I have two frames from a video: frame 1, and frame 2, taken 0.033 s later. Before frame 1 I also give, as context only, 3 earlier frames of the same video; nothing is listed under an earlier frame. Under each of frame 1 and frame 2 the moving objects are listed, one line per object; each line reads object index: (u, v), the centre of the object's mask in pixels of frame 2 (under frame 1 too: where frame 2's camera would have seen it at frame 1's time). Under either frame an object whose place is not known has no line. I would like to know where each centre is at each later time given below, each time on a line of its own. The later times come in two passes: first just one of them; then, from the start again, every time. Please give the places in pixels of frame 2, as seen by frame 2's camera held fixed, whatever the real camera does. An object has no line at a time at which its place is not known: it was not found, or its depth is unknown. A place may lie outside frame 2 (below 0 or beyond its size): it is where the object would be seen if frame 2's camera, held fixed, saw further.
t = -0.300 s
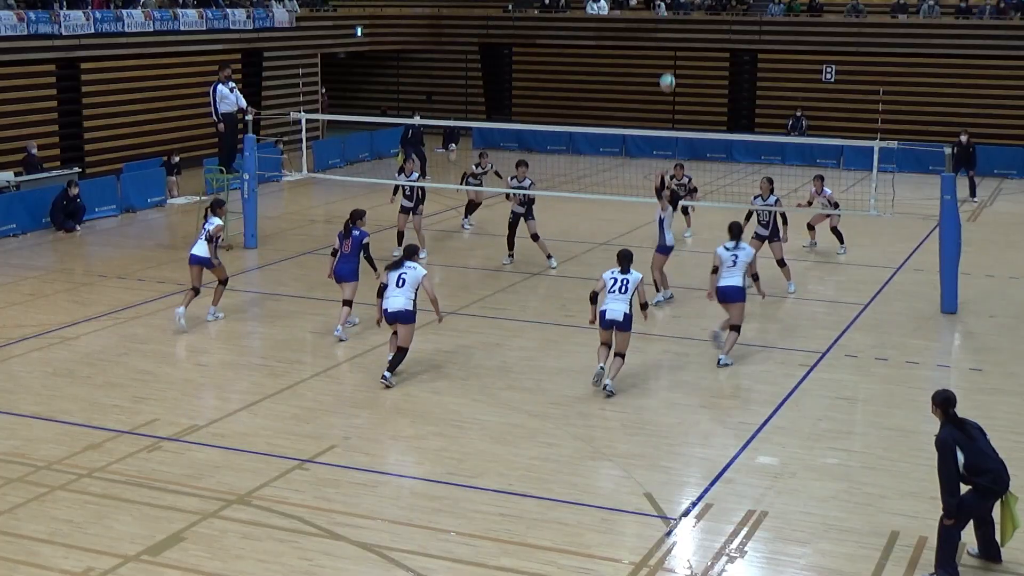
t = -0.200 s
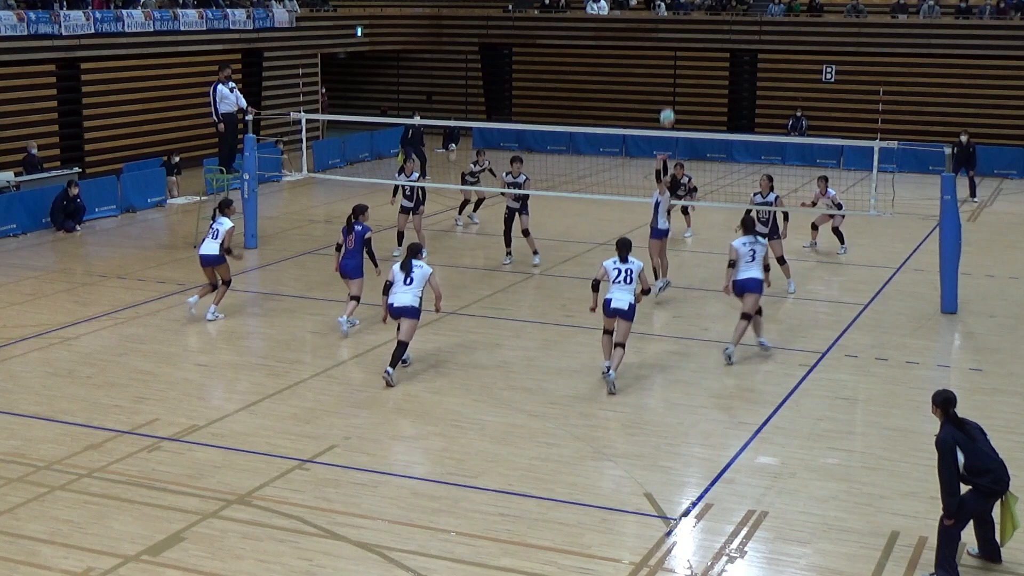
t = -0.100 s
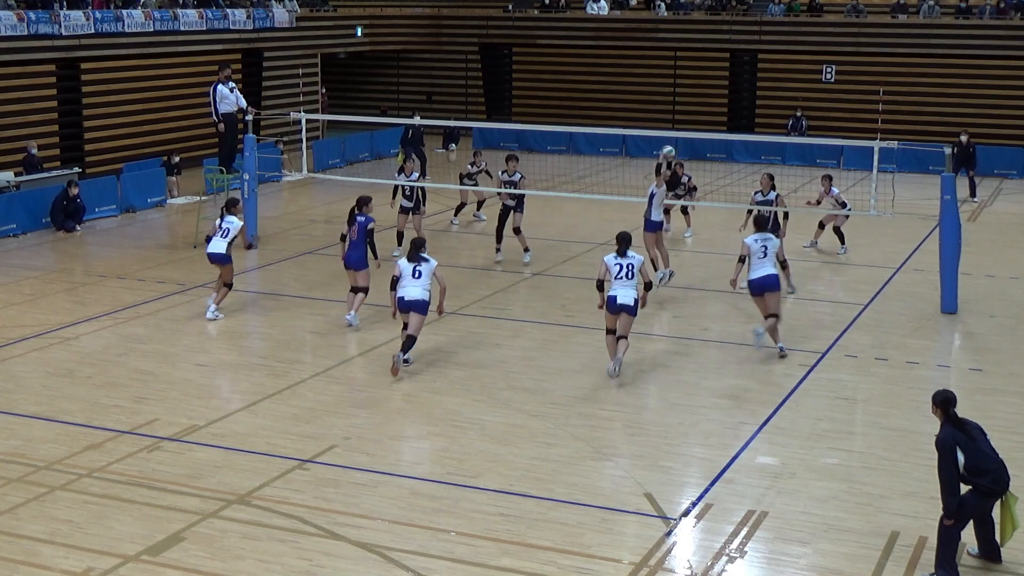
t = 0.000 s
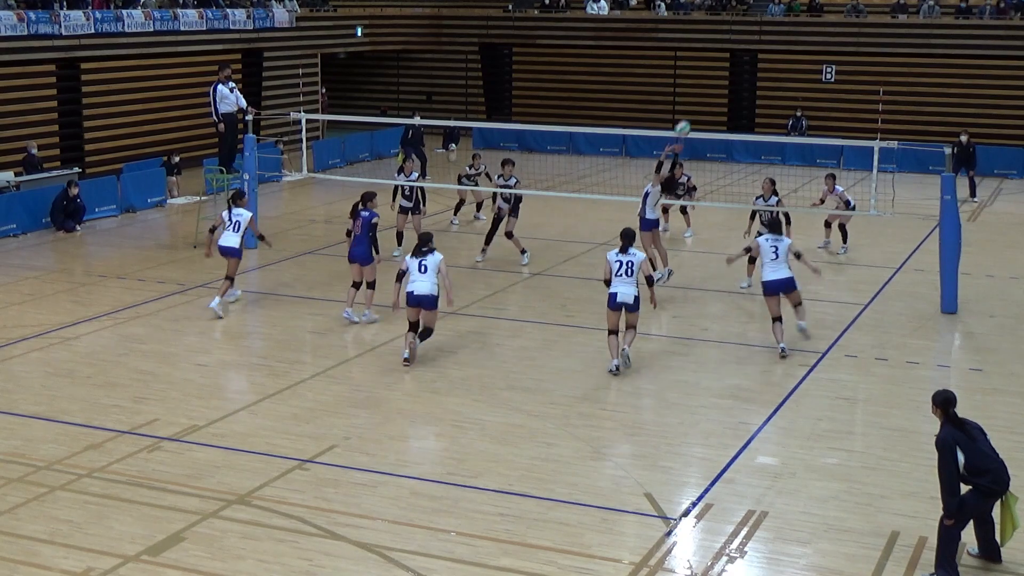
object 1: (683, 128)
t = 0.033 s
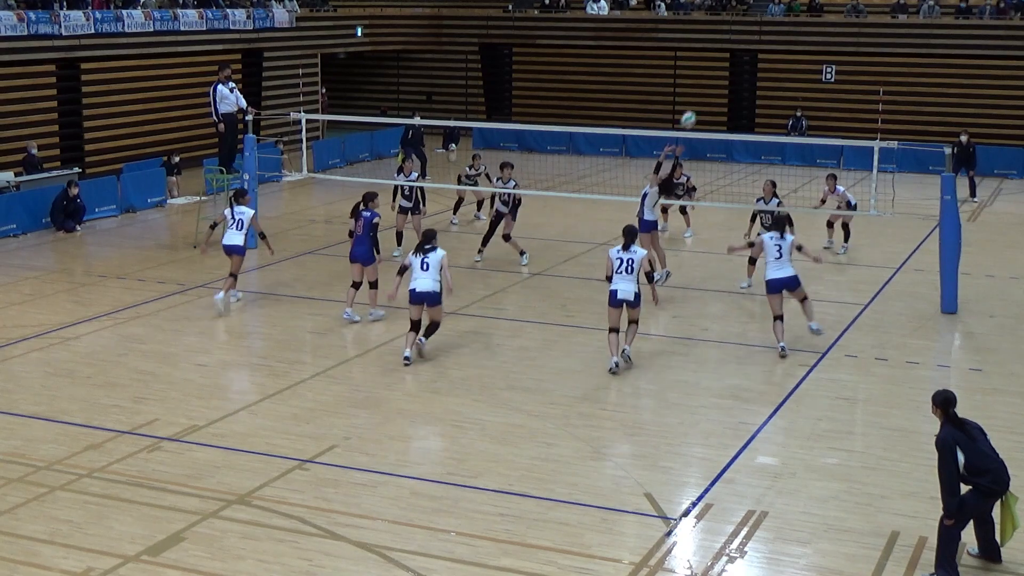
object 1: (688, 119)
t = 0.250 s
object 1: (726, 76)
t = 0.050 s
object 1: (691, 115)
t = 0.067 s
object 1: (694, 111)
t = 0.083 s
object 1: (697, 106)
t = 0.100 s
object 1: (700, 102)
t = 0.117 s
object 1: (703, 99)
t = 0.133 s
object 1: (706, 95)
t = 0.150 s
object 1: (709, 92)
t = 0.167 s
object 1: (712, 89)
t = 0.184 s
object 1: (715, 86)
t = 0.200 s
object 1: (717, 83)
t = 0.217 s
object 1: (720, 81)
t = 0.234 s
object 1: (723, 79)
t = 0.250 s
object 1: (726, 76)
